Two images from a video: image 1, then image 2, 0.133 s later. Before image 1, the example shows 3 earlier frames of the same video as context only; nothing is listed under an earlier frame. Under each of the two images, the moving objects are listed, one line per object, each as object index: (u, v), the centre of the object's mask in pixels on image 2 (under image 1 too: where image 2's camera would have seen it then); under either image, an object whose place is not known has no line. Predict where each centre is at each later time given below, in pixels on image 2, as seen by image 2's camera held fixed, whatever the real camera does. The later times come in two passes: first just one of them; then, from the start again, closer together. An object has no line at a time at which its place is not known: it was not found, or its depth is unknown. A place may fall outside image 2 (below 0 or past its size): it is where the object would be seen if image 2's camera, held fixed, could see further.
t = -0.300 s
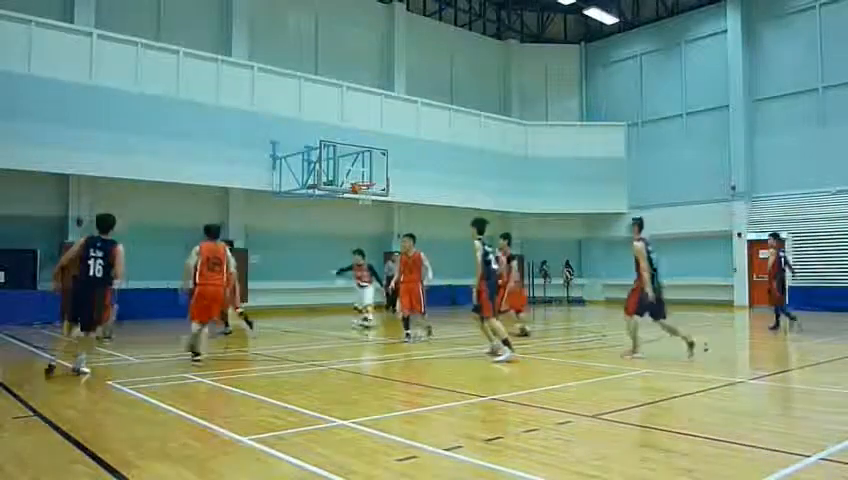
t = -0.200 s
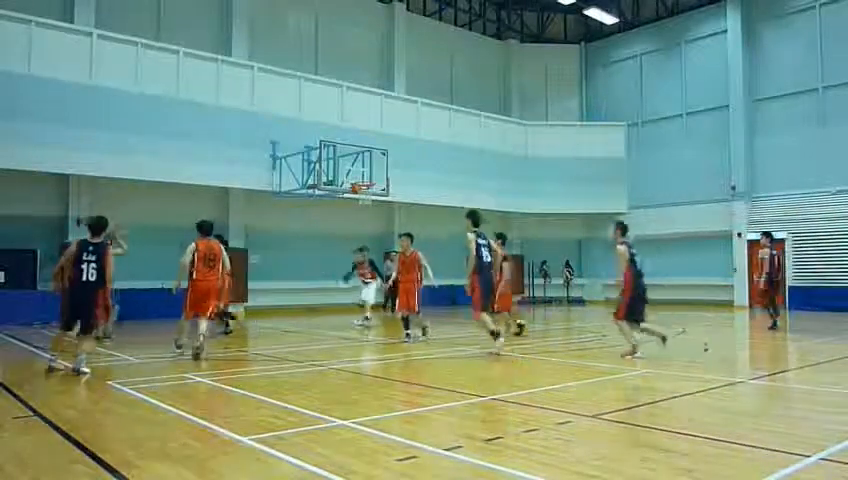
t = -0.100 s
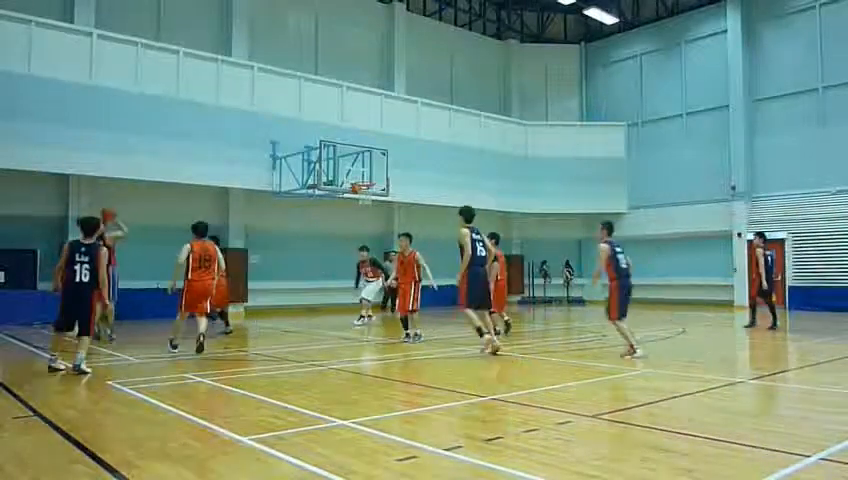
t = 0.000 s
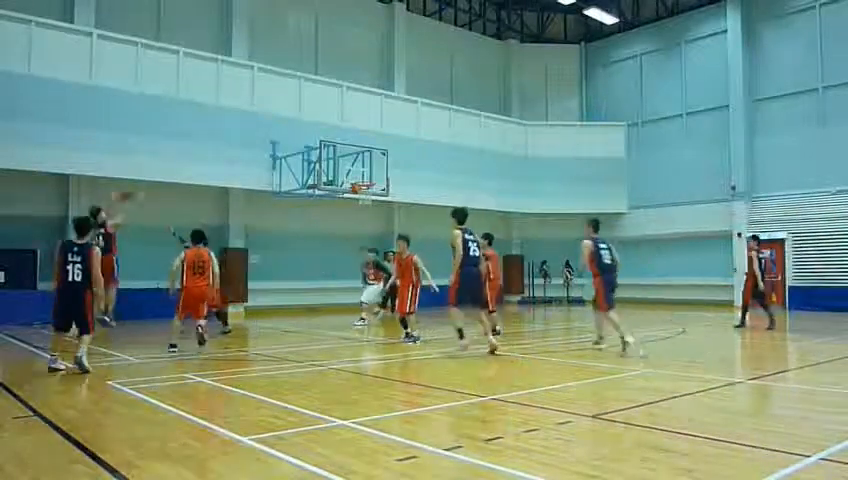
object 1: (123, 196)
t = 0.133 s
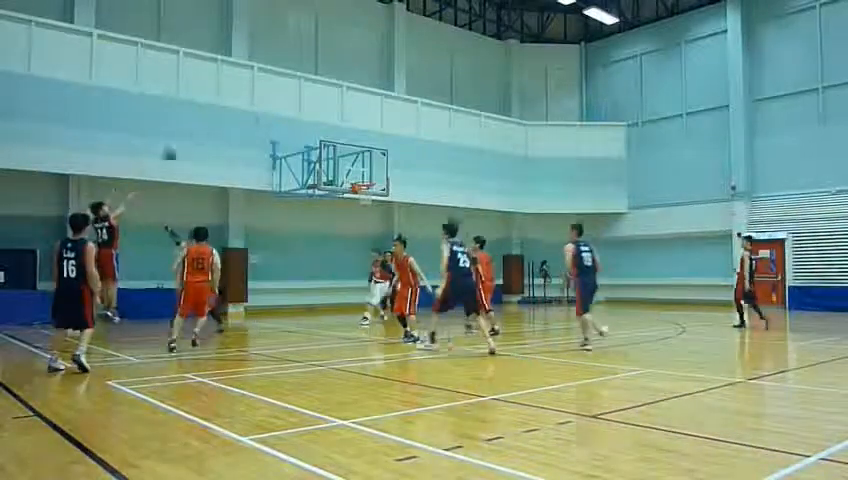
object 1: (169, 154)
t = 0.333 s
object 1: (228, 126)
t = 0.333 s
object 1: (228, 126)
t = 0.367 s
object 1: (234, 124)
